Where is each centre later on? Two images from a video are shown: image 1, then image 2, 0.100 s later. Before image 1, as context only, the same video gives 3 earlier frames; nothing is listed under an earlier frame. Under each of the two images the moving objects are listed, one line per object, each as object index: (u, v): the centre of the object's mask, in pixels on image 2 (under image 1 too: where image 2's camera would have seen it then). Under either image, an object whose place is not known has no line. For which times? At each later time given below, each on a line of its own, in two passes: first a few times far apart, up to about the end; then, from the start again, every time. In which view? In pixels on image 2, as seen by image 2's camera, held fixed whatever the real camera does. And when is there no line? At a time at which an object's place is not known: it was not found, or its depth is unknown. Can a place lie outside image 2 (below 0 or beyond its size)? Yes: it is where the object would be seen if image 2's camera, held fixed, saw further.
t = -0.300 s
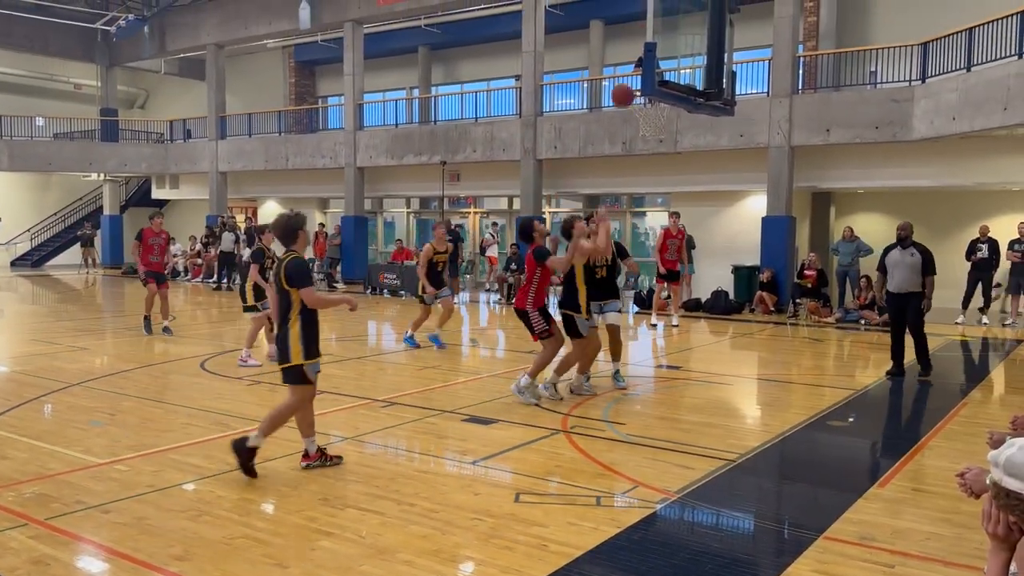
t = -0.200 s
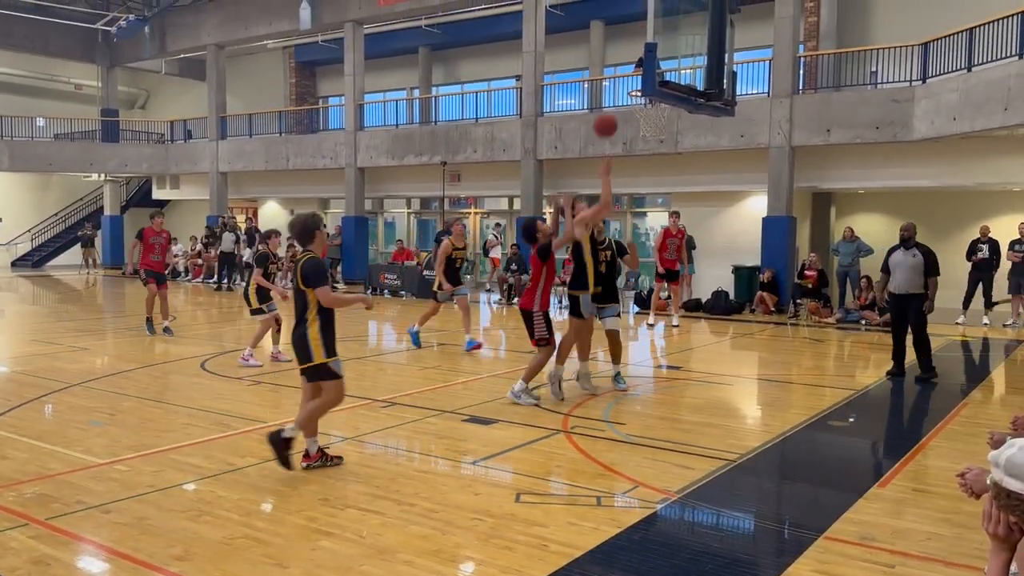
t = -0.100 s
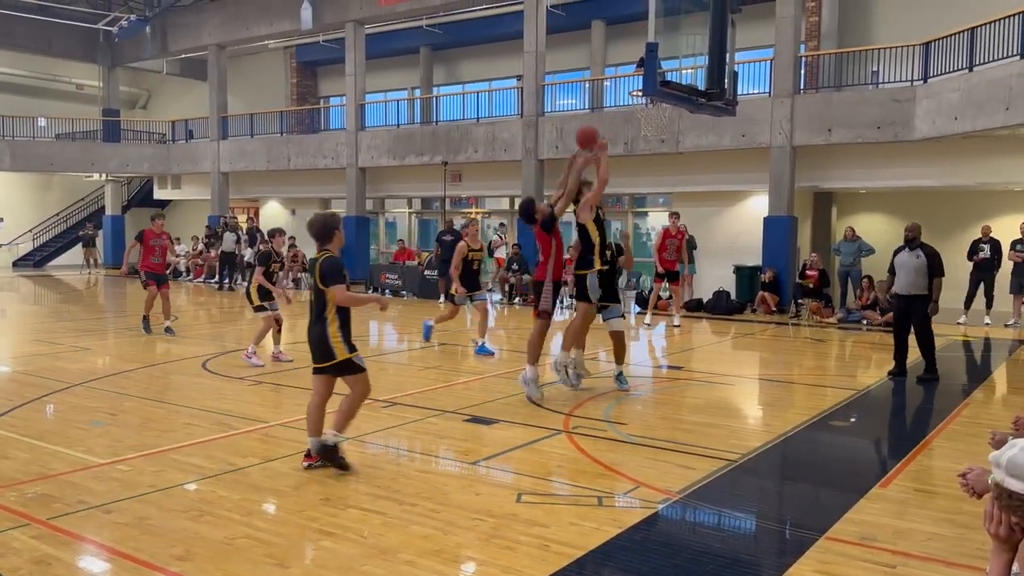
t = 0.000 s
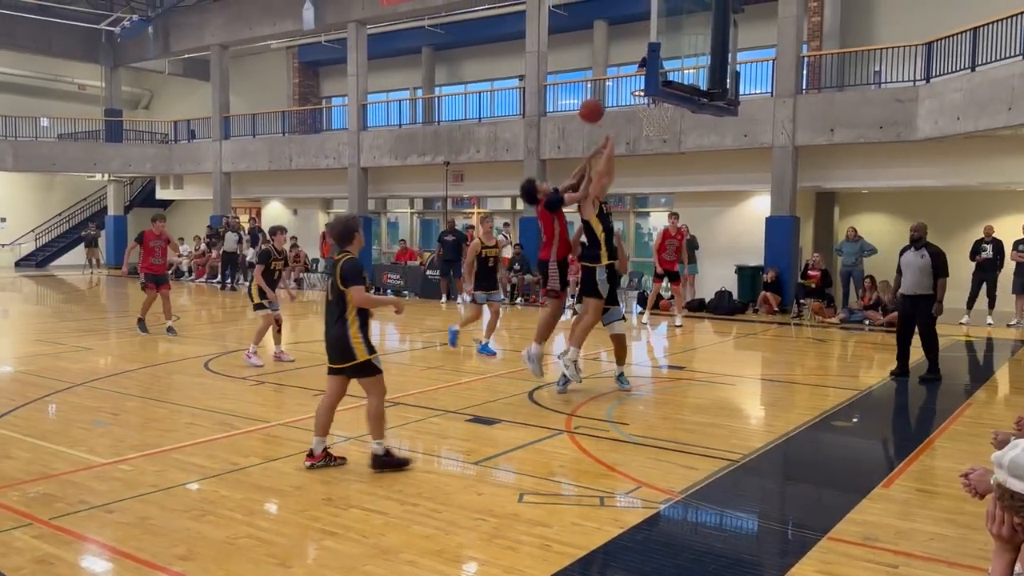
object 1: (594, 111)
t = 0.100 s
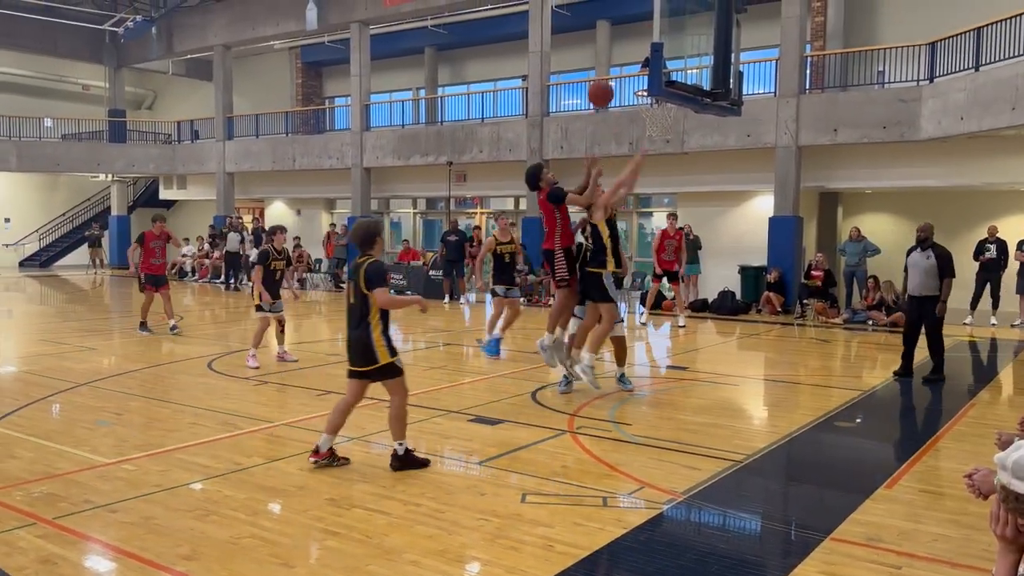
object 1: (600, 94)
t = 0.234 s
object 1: (608, 87)
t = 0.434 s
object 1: (621, 118)
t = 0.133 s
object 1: (602, 90)
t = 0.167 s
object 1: (604, 88)
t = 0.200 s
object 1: (607, 87)
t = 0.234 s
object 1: (608, 87)
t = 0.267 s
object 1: (610, 89)
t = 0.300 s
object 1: (612, 91)
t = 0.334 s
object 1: (615, 96)
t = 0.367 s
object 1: (617, 102)
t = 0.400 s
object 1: (619, 109)
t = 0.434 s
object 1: (621, 118)
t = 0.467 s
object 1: (623, 128)
